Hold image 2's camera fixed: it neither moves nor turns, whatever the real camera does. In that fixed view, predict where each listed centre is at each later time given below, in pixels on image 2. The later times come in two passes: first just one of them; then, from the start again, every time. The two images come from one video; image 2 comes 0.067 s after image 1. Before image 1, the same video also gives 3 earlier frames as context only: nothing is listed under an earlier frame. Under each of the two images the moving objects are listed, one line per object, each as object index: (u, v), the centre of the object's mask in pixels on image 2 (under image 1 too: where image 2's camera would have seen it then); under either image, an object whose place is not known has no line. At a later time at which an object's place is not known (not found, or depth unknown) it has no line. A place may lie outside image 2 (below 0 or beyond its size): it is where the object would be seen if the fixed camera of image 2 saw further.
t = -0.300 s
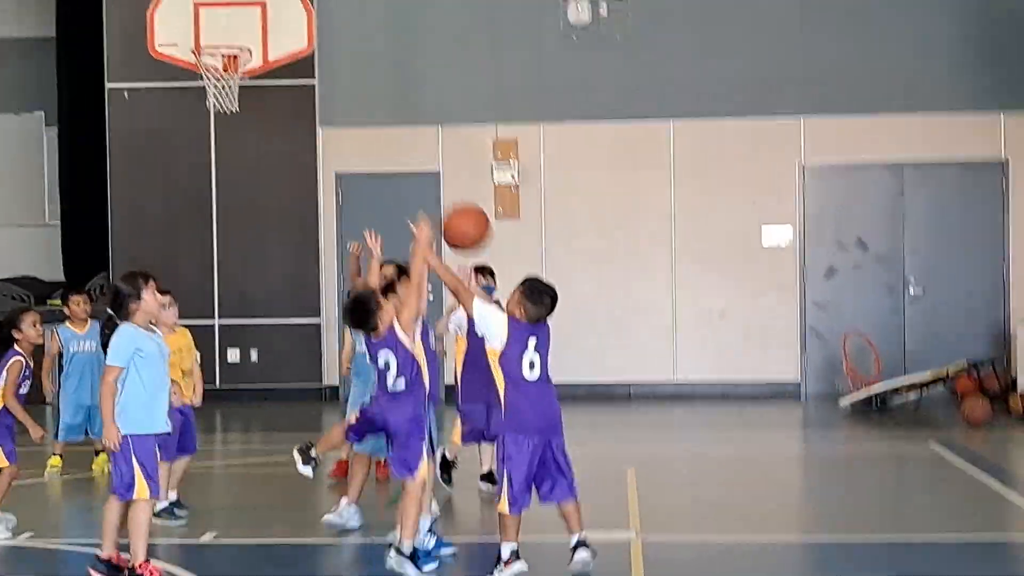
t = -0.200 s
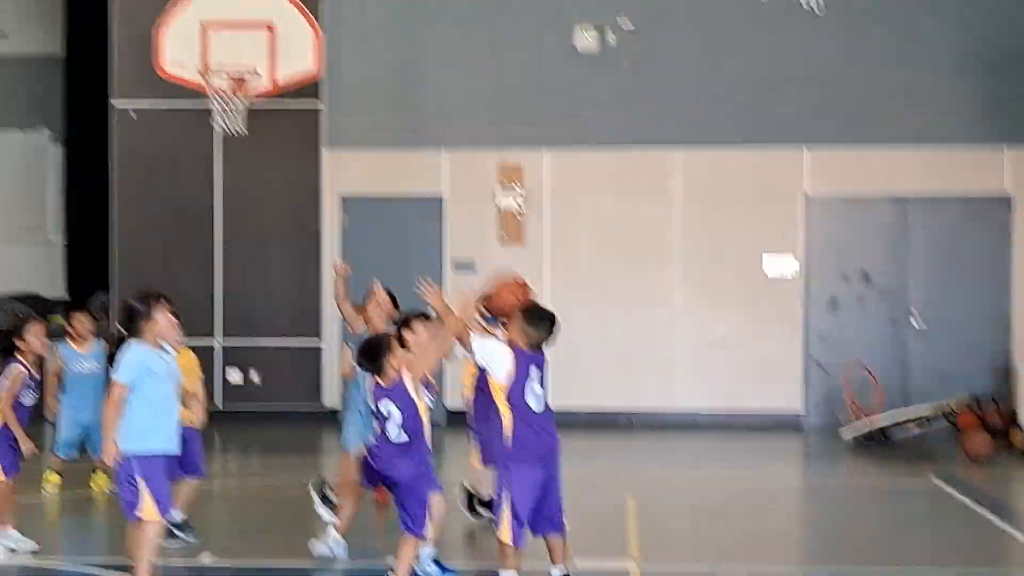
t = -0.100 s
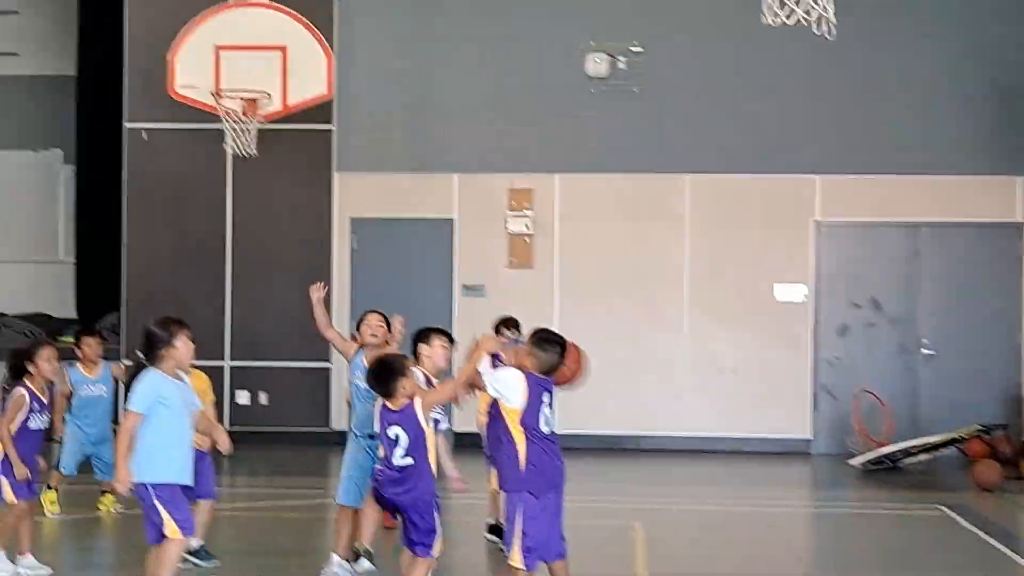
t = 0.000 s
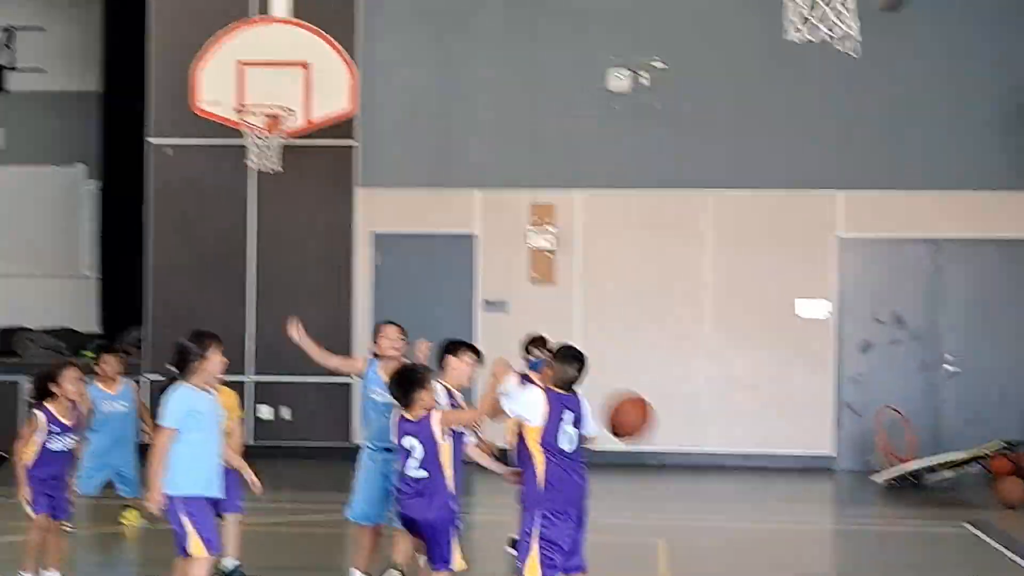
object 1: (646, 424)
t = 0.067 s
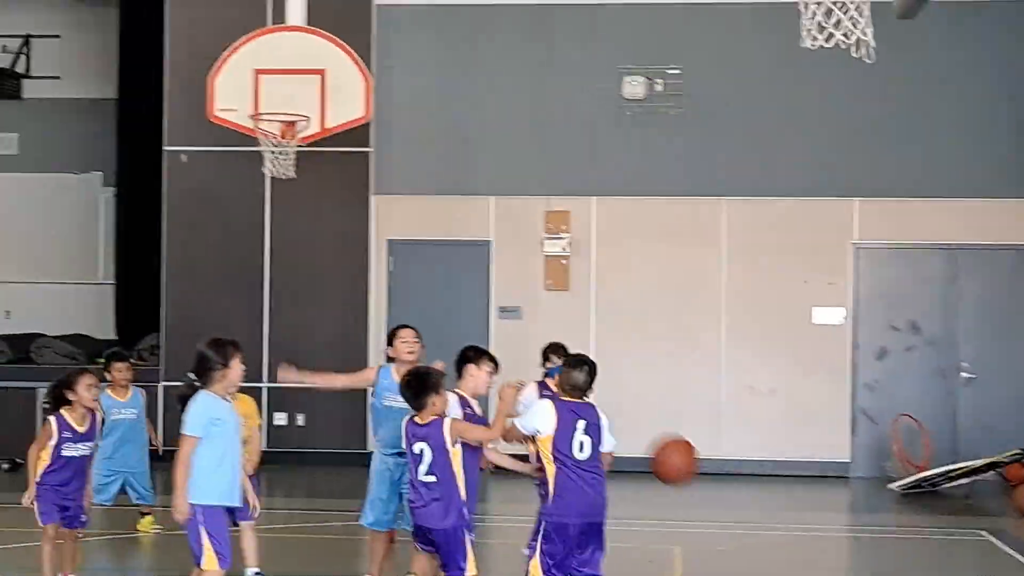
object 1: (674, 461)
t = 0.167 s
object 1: (713, 527)
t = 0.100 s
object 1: (686, 481)
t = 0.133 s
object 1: (699, 502)
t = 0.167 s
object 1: (713, 527)
